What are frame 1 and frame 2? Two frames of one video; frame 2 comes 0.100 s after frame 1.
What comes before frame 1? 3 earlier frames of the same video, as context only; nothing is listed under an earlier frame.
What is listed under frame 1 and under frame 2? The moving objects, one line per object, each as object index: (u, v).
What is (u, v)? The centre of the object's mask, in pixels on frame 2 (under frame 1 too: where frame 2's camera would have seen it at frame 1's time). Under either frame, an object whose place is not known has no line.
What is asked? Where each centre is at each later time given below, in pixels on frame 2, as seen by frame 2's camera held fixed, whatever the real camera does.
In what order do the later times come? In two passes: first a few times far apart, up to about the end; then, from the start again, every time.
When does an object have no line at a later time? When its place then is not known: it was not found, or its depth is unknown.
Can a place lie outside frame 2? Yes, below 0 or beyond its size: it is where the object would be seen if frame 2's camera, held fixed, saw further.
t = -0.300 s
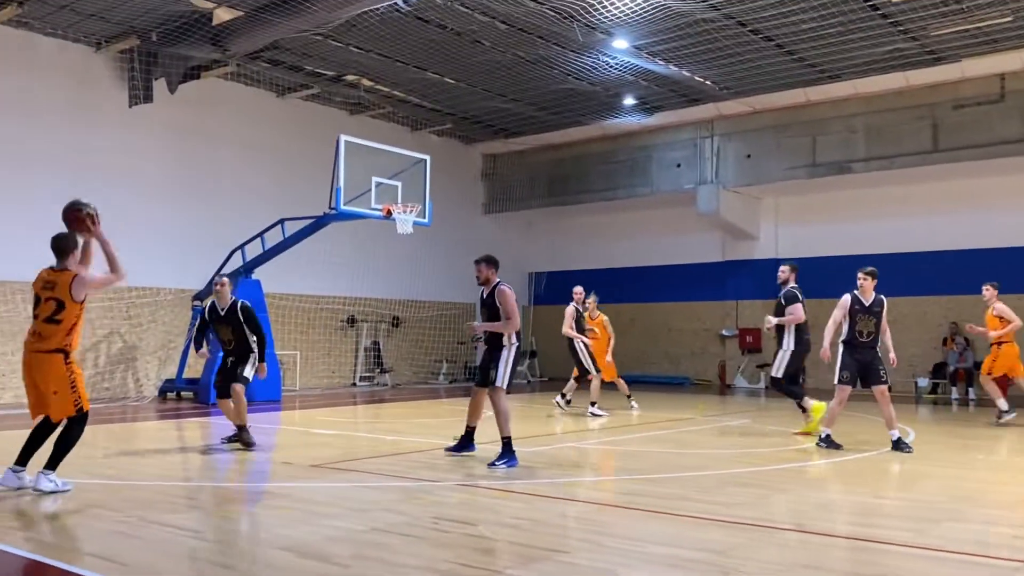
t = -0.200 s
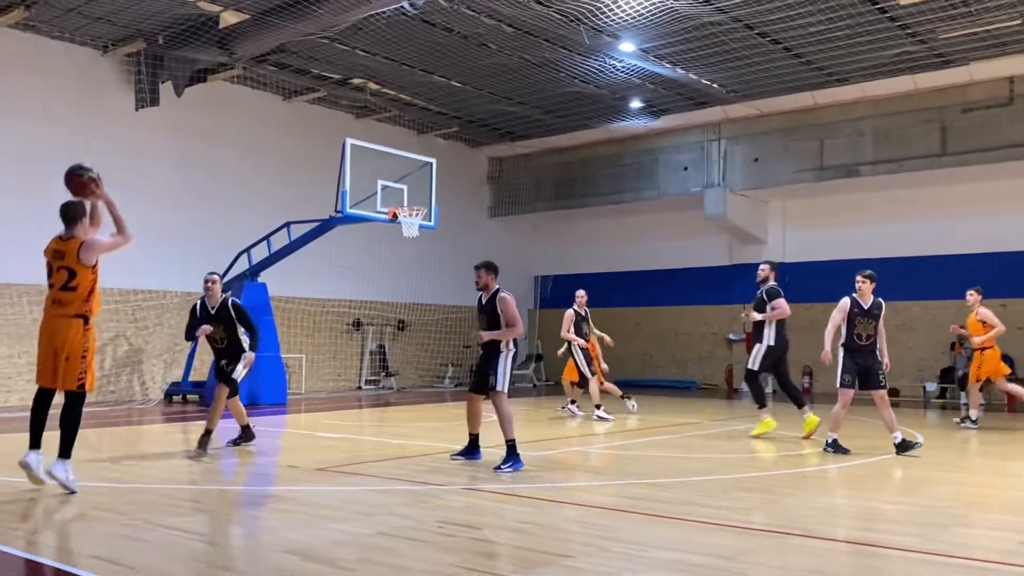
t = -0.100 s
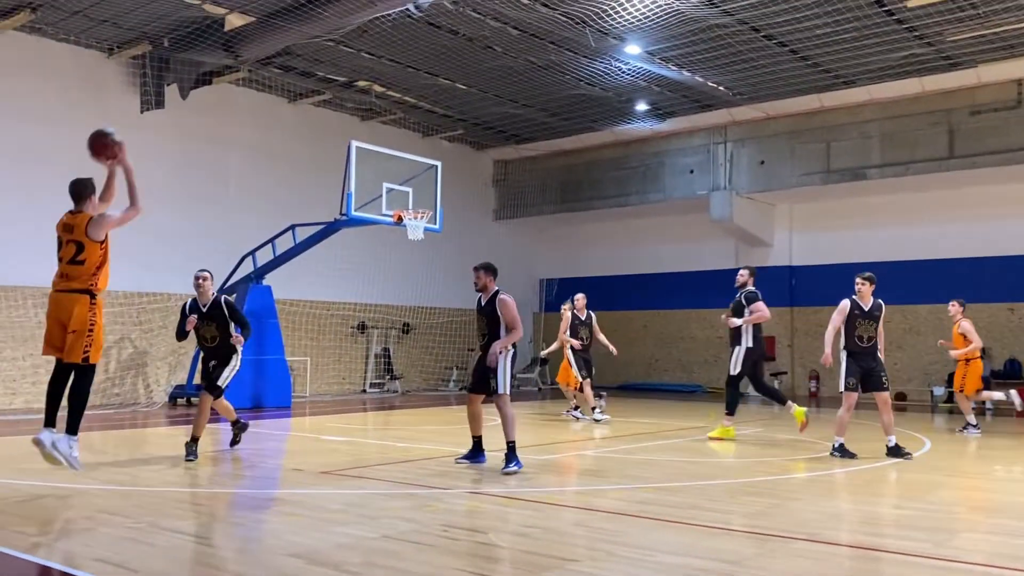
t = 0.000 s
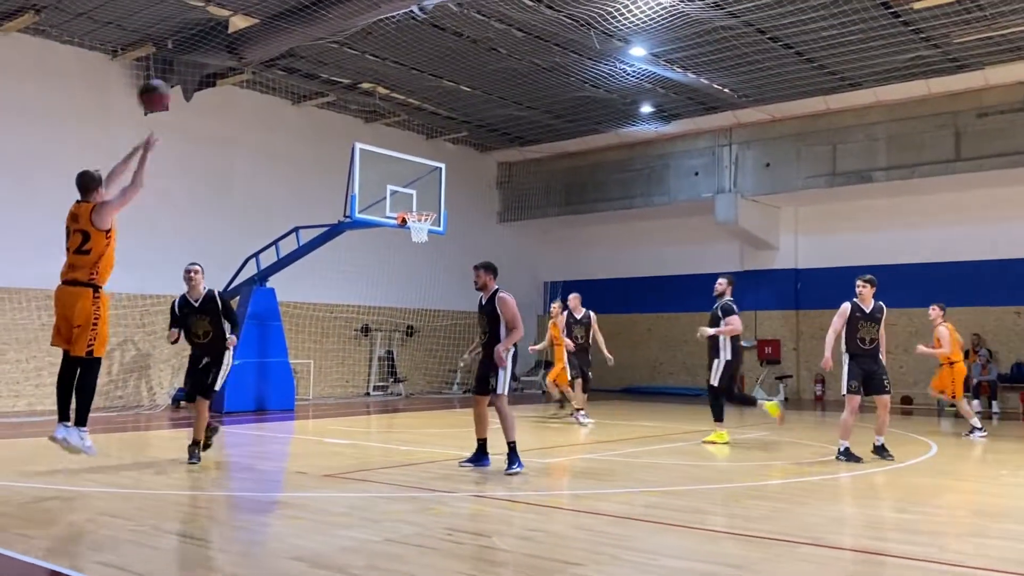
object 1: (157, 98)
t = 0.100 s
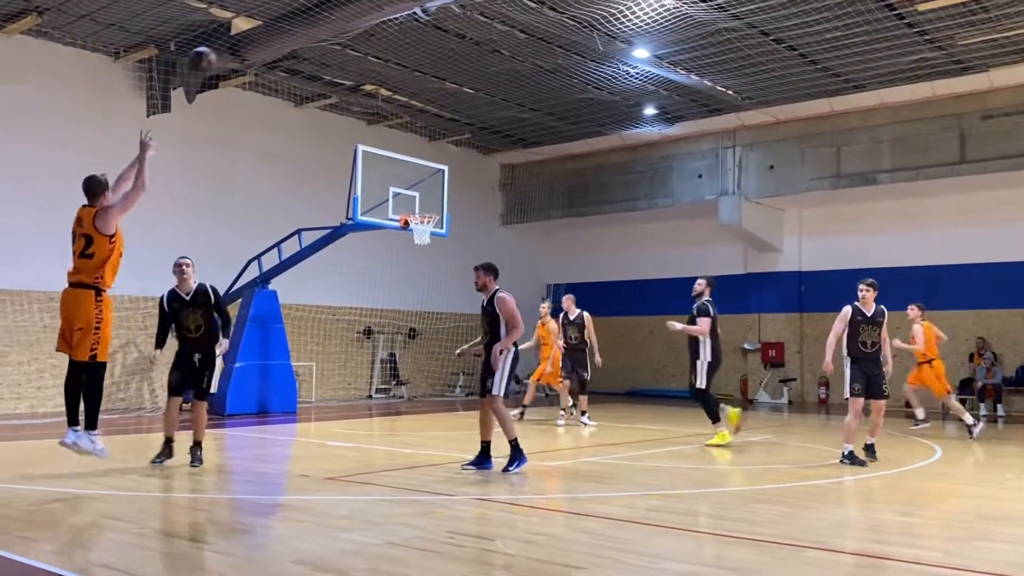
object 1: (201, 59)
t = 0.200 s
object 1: (240, 43)
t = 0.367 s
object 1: (291, 36)
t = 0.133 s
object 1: (215, 53)
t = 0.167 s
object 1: (229, 46)
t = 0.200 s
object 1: (240, 43)
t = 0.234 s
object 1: (250, 37)
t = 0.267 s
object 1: (263, 34)
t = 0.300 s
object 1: (272, 35)
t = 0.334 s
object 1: (282, 34)
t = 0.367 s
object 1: (291, 36)
